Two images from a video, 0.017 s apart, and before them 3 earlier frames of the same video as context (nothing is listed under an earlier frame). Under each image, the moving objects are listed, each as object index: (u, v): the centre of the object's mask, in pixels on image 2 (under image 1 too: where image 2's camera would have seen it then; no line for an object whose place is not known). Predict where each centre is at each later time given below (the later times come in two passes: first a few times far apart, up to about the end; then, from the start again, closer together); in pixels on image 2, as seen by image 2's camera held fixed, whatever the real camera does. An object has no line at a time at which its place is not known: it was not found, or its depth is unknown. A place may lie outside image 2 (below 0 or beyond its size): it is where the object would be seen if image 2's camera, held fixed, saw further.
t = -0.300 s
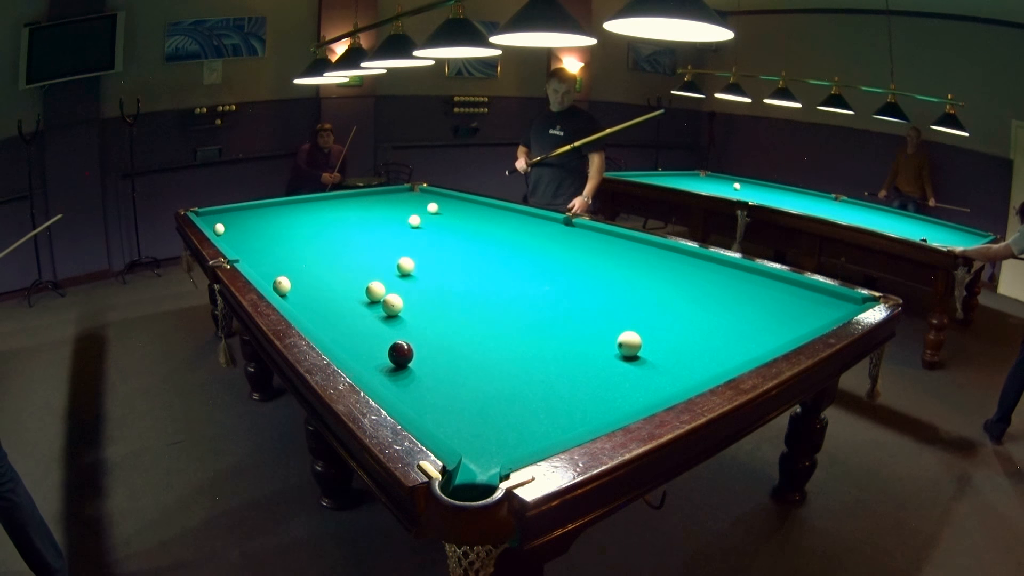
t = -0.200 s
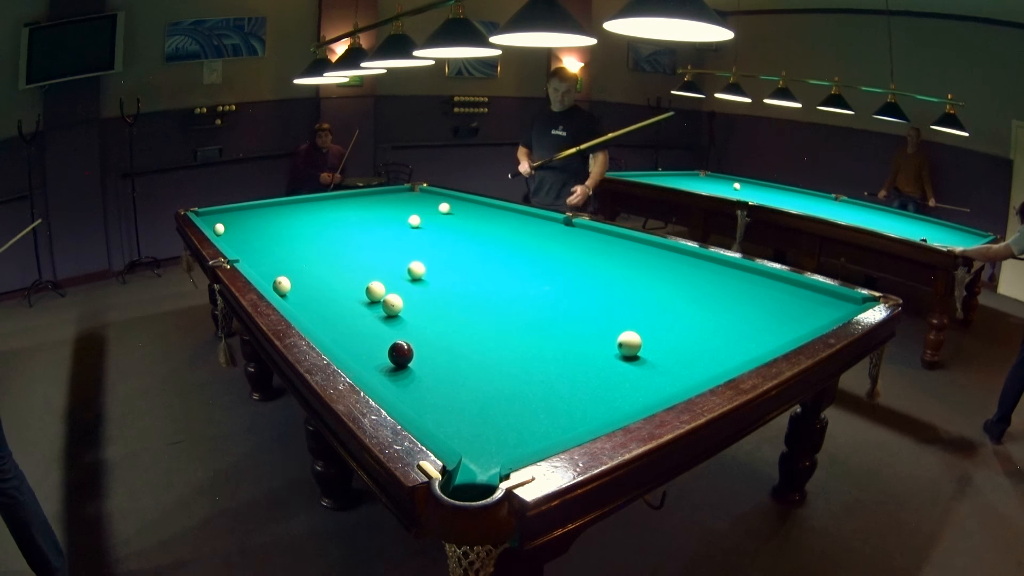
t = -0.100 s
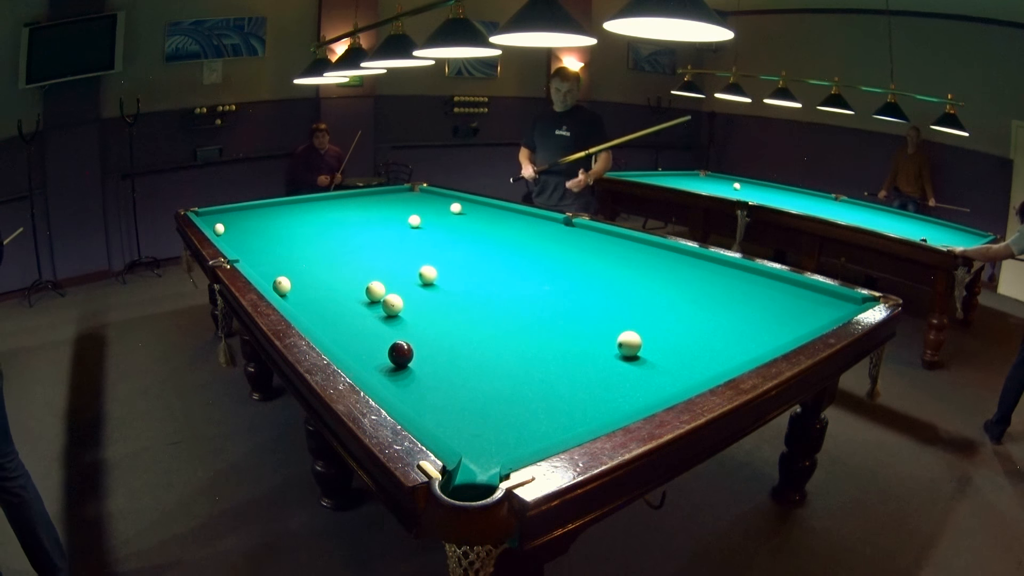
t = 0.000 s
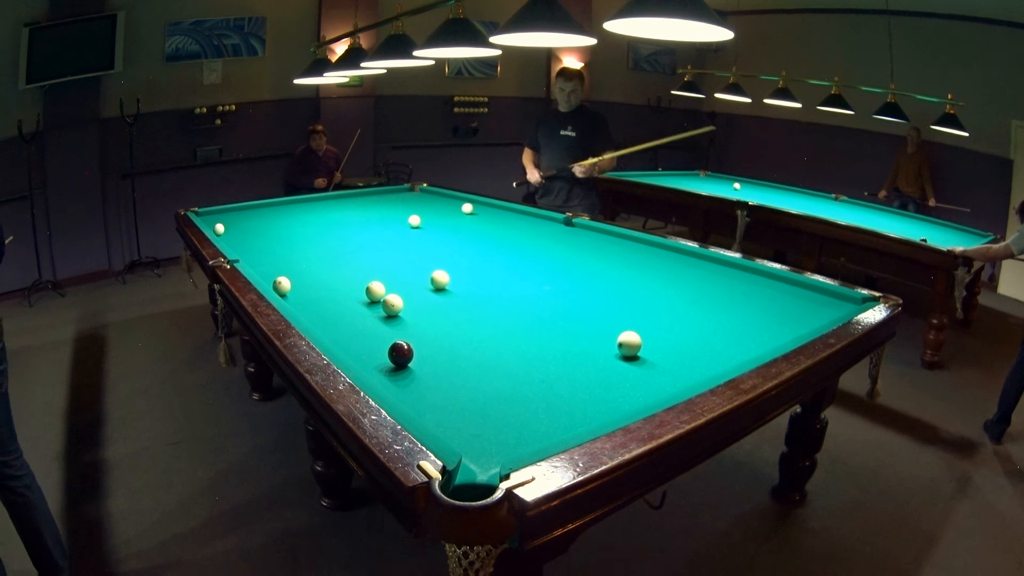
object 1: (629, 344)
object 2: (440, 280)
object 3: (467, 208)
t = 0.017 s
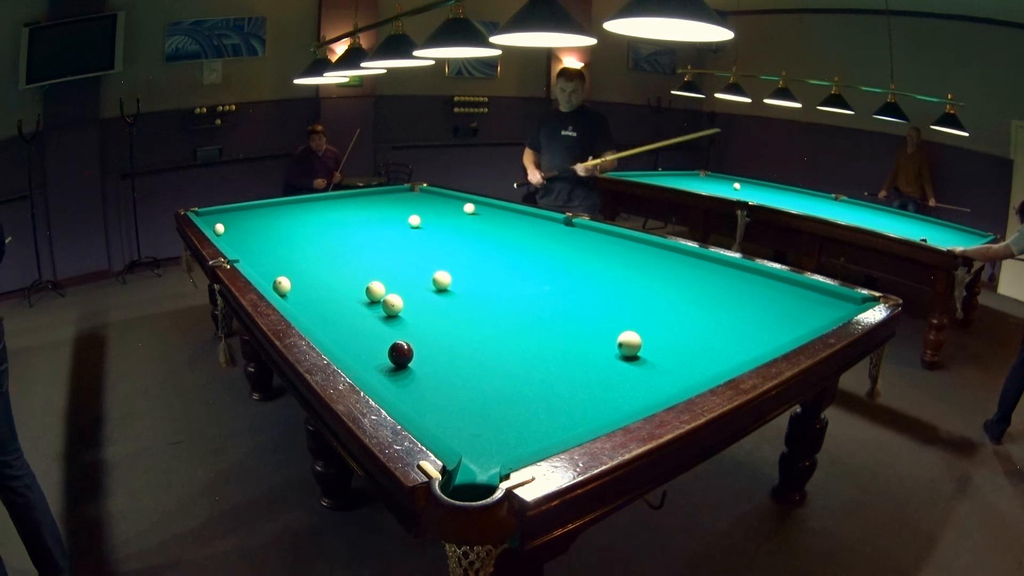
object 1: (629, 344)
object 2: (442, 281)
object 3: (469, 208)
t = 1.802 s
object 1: (687, 343)
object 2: (624, 382)
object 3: (489, 222)
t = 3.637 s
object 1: (755, 340)
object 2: (461, 338)
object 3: (461, 237)
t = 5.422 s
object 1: (758, 340)
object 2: (410, 322)
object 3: (446, 245)
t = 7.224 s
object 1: (758, 340)
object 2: (406, 321)
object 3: (445, 246)
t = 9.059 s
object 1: (758, 340)
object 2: (406, 321)
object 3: (445, 246)
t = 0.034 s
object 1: (629, 344)
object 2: (444, 282)
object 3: (471, 208)
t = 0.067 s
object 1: (629, 344)
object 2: (448, 283)
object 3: (475, 208)
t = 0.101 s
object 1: (629, 344)
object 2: (452, 285)
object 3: (479, 208)
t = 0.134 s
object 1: (629, 344)
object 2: (456, 287)
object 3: (482, 208)
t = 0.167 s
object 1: (629, 344)
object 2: (460, 288)
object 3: (486, 208)
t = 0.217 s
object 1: (629, 344)
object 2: (467, 291)
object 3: (492, 209)
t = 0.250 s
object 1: (629, 344)
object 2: (472, 293)
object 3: (496, 209)
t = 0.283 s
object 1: (629, 344)
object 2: (477, 295)
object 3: (499, 209)
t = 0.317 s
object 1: (629, 344)
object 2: (481, 297)
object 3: (503, 209)
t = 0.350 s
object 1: (629, 344)
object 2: (486, 299)
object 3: (507, 209)
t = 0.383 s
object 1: (629, 344)
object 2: (491, 301)
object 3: (511, 209)
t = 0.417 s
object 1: (629, 344)
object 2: (496, 303)
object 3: (514, 209)
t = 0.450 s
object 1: (629, 344)
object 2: (501, 305)
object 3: (513, 209)
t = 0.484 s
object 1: (629, 344)
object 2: (507, 307)
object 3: (513, 210)
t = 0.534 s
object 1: (629, 344)
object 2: (515, 310)
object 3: (512, 210)
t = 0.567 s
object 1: (629, 344)
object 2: (520, 312)
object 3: (511, 210)
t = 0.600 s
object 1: (629, 344)
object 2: (525, 314)
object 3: (510, 211)
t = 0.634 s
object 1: (629, 344)
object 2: (531, 317)
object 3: (510, 211)
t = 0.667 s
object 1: (629, 344)
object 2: (537, 319)
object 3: (509, 211)
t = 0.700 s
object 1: (629, 344)
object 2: (542, 321)
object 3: (509, 212)
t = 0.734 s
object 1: (629, 344)
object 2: (548, 323)
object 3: (508, 212)
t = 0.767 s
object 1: (629, 344)
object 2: (554, 326)
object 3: (507, 213)
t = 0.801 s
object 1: (629, 344)
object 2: (560, 328)
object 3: (507, 213)
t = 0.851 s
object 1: (629, 344)
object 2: (569, 332)
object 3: (506, 213)
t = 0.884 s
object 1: (629, 344)
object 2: (575, 334)
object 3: (506, 214)
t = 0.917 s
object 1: (629, 344)
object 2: (582, 336)
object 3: (505, 214)
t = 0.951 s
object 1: (629, 344)
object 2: (588, 340)
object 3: (504, 214)
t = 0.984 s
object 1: (629, 344)
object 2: (595, 342)
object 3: (504, 215)
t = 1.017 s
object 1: (629, 344)
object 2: (601, 345)
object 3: (503, 215)
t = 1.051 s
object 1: (631, 344)
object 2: (606, 348)
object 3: (502, 215)
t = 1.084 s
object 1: (634, 344)
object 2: (609, 351)
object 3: (502, 216)
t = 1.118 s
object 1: (637, 344)
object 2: (613, 353)
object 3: (501, 216)
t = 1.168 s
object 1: (641, 344)
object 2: (618, 357)
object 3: (500, 216)
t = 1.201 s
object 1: (644, 344)
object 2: (621, 360)
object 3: (500, 217)
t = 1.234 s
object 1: (646, 344)
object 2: (625, 363)
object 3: (499, 217)
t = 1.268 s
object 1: (649, 344)
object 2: (629, 366)
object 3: (499, 217)
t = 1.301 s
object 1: (652, 344)
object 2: (633, 369)
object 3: (498, 218)
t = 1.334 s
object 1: (655, 343)
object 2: (636, 372)
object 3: (497, 218)
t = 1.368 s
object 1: (657, 343)
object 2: (640, 375)
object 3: (497, 218)
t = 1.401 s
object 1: (660, 343)
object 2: (644, 378)
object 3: (496, 219)
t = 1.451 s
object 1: (663, 343)
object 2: (650, 383)
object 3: (495, 219)
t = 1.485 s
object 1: (666, 343)
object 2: (654, 385)
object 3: (495, 219)
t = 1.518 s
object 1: (668, 343)
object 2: (658, 386)
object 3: (494, 220)
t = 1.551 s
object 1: (670, 343)
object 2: (658, 387)
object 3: (494, 220)
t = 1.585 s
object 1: (673, 343)
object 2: (653, 387)
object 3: (493, 220)
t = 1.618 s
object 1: (675, 343)
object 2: (648, 387)
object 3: (492, 221)
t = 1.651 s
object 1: (678, 343)
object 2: (644, 387)
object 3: (492, 221)
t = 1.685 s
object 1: (680, 343)
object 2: (640, 386)
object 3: (491, 221)
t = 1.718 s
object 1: (682, 343)
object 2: (635, 384)
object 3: (491, 221)
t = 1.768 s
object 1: (685, 343)
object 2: (628, 383)
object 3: (490, 222)
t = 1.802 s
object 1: (687, 343)
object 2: (624, 382)
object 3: (489, 222)
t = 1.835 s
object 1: (689, 342)
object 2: (620, 381)
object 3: (489, 223)
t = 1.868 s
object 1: (692, 342)
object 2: (615, 380)
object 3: (488, 223)
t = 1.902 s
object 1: (694, 342)
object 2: (611, 379)
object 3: (487, 223)
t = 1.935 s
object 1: (695, 342)
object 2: (607, 377)
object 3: (487, 223)
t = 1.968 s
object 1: (697, 342)
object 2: (603, 376)
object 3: (486, 224)
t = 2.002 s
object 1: (699, 342)
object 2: (599, 375)
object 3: (486, 224)
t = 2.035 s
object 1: (701, 342)
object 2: (595, 375)
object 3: (485, 224)
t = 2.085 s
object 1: (704, 342)
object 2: (589, 373)
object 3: (484, 225)
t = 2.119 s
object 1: (706, 342)
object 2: (585, 372)
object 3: (484, 225)
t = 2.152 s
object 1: (707, 342)
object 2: (582, 371)
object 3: (483, 225)
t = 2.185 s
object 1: (709, 342)
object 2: (578, 370)
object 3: (482, 226)
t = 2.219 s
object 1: (711, 342)
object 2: (574, 369)
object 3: (482, 226)
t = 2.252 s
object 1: (713, 342)
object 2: (571, 368)
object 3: (481, 226)
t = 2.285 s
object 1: (714, 342)
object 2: (567, 367)
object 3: (481, 227)
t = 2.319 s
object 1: (716, 342)
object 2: (563, 366)
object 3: (480, 227)
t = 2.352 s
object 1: (717, 342)
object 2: (560, 365)
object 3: (480, 227)
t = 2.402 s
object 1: (719, 342)
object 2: (555, 363)
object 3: (479, 228)
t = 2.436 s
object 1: (721, 342)
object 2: (551, 362)
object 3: (478, 228)
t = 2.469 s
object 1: (722, 342)
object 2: (548, 361)
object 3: (478, 228)
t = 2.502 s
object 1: (724, 342)
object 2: (545, 361)
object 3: (477, 229)
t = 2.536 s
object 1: (725, 342)
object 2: (542, 360)
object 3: (477, 229)
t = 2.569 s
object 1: (727, 342)
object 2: (539, 359)
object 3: (476, 229)
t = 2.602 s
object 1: (728, 342)
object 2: (535, 358)
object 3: (475, 229)
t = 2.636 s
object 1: (729, 342)
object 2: (533, 357)
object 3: (475, 230)
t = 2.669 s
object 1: (730, 342)
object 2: (529, 357)
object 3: (475, 230)
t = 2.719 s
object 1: (732, 342)
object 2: (525, 356)
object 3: (474, 230)
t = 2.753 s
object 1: (734, 341)
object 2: (522, 355)
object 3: (473, 231)
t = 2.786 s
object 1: (735, 341)
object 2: (519, 354)
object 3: (473, 231)
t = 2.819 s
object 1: (736, 341)
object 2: (517, 353)
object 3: (472, 231)
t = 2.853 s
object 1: (737, 341)
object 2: (514, 352)
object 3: (472, 232)
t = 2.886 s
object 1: (738, 341)
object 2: (511, 352)
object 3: (471, 232)
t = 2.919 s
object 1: (739, 341)
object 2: (508, 351)
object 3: (471, 232)
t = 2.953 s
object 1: (740, 341)
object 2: (506, 351)
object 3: (470, 232)
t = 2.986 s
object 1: (741, 341)
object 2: (503, 350)
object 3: (470, 233)
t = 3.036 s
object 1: (743, 341)
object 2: (499, 349)
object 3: (469, 233)
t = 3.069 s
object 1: (744, 341)
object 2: (497, 348)
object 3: (469, 233)
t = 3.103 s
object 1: (745, 341)
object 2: (494, 347)
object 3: (468, 234)
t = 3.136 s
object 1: (745, 341)
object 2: (492, 347)
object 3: (468, 234)
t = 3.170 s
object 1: (746, 341)
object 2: (490, 346)
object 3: (467, 234)
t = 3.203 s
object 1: (747, 341)
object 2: (487, 346)
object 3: (467, 234)
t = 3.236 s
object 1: (748, 341)
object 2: (485, 345)
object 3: (466, 235)
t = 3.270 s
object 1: (749, 341)
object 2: (483, 344)
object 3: (466, 235)
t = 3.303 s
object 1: (749, 341)
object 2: (481, 344)
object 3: (465, 235)
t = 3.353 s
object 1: (750, 341)
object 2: (477, 343)
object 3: (464, 235)
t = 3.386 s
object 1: (751, 341)
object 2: (475, 342)
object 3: (464, 236)
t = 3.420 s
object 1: (752, 341)
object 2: (473, 342)
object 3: (463, 236)
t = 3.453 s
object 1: (752, 341)
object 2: (471, 341)
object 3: (463, 236)
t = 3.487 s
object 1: (753, 341)
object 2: (469, 341)
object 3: (462, 236)
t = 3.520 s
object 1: (753, 341)
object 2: (467, 340)
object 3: (462, 237)
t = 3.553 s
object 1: (754, 340)
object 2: (466, 340)
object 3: (462, 237)
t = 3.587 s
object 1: (754, 340)
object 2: (464, 339)
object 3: (461, 237)
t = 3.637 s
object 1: (755, 340)
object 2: (461, 338)
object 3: (461, 237)
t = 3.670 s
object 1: (755, 340)
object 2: (459, 338)
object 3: (460, 238)
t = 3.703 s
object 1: (756, 340)
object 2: (457, 337)
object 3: (460, 238)
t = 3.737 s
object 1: (756, 340)
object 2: (456, 337)
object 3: (459, 238)
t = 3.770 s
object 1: (756, 340)
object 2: (454, 336)
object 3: (459, 238)
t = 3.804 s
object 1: (756, 340)
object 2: (452, 336)
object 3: (459, 239)
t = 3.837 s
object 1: (757, 340)
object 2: (451, 336)
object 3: (458, 239)
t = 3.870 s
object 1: (757, 340)
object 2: (449, 335)
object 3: (458, 239)
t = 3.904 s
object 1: (757, 340)
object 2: (448, 334)
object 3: (457, 239)
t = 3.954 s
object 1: (757, 340)
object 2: (446, 334)
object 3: (457, 240)
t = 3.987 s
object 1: (758, 340)
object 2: (444, 333)
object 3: (456, 240)
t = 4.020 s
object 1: (758, 340)
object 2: (443, 333)
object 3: (456, 240)
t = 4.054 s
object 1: (758, 340)
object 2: (441, 332)
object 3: (456, 240)
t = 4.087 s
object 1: (758, 340)
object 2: (440, 332)
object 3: (455, 240)
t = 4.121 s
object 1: (758, 340)
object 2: (439, 332)
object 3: (455, 240)
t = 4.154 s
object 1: (758, 340)
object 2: (437, 331)
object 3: (454, 241)
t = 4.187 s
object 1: (758, 340)
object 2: (436, 331)
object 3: (454, 241)
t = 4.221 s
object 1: (758, 340)
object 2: (435, 331)
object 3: (454, 241)
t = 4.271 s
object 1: (758, 340)
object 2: (433, 330)
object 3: (453, 241)
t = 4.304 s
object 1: (758, 340)
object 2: (432, 329)
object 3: (453, 241)
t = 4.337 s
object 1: (758, 340)
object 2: (431, 329)
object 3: (452, 242)
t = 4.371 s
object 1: (758, 340)
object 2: (430, 329)
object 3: (452, 242)
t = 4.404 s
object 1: (758, 340)
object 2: (429, 328)
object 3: (452, 242)
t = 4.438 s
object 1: (758, 340)
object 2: (428, 328)
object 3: (451, 242)
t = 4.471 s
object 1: (758, 340)
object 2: (427, 327)
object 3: (451, 242)
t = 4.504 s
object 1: (758, 340)
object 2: (426, 327)
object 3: (451, 242)
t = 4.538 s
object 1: (758, 340)
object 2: (426, 327)
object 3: (450, 242)
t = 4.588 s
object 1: (758, 340)
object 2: (424, 326)
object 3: (450, 243)
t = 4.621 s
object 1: (758, 340)
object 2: (423, 326)
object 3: (450, 243)
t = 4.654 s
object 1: (758, 340)
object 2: (423, 326)
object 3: (449, 243)
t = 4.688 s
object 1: (758, 340)
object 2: (422, 326)
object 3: (449, 243)
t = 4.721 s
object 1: (758, 340)
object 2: (421, 325)
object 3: (449, 243)
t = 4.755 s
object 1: (758, 340)
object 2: (420, 325)
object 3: (448, 243)
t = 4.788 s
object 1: (758, 340)
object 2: (420, 325)
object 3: (448, 243)
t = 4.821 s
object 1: (758, 340)
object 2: (419, 324)
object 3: (448, 244)
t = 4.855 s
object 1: (758, 340)
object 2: (418, 324)
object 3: (448, 244)
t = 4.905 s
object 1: (758, 340)
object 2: (417, 324)
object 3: (447, 244)
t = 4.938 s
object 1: (758, 340)
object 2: (417, 323)
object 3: (447, 244)
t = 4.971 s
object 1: (758, 340)
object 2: (416, 323)
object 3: (447, 244)
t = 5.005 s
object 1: (758, 340)
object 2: (416, 323)
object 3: (447, 244)
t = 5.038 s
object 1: (758, 340)
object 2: (415, 323)
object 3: (446, 244)
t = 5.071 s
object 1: (758, 340)
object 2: (415, 323)
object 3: (446, 244)
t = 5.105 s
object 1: (758, 340)
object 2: (414, 323)
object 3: (446, 244)
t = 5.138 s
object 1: (758, 340)
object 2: (414, 322)
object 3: (446, 245)
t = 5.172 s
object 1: (758, 340)
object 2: (413, 322)
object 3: (446, 245)
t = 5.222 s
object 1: (758, 340)
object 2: (412, 322)
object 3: (446, 245)
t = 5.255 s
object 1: (758, 340)
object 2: (412, 322)
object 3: (446, 245)
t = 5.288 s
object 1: (758, 340)
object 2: (412, 322)
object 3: (446, 245)
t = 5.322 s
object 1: (758, 340)
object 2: (411, 322)
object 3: (446, 245)
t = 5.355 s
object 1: (758, 340)
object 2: (411, 322)
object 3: (446, 245)
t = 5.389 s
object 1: (758, 340)
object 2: (410, 322)
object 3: (446, 245)
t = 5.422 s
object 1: (758, 340)
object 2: (410, 322)
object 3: (446, 245)
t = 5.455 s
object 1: (758, 340)
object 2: (410, 322)
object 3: (445, 245)
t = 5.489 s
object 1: (758, 340)
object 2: (409, 322)
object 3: (445, 245)
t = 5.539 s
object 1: (758, 340)
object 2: (409, 322)
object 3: (445, 245)
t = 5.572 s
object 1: (758, 340)
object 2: (408, 322)
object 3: (445, 246)
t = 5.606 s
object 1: (758, 340)
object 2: (408, 322)
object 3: (445, 246)
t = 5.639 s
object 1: (758, 340)
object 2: (408, 322)
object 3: (445, 246)
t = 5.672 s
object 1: (758, 340)
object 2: (407, 321)
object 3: (445, 246)
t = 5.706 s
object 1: (758, 340)
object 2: (407, 321)
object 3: (445, 246)
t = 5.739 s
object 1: (758, 340)
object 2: (407, 321)
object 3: (445, 246)
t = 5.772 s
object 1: (758, 340)
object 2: (407, 321)
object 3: (445, 246)
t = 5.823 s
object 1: (758, 340)
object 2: (406, 321)
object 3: (445, 246)
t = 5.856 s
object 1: (758, 340)
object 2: (406, 321)
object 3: (445, 246)
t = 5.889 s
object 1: (758, 340)
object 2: (406, 321)
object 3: (445, 246)
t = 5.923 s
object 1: (758, 340)
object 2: (406, 321)
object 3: (445, 246)
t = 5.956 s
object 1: (758, 340)
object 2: (406, 321)
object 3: (445, 246)
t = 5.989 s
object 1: (758, 340)
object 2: (406, 321)
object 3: (445, 246)
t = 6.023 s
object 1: (758, 340)
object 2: (406, 321)
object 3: (445, 246)
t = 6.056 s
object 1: (758, 340)
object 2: (406, 321)
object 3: (445, 246)
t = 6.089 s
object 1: (758, 340)
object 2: (406, 321)
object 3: (445, 246)
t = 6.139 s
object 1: (758, 340)
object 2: (406, 321)
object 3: (445, 246)
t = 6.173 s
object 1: (758, 340)
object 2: (406, 321)
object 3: (445, 246)
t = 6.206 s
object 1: (758, 340)
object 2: (406, 321)
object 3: (445, 246)
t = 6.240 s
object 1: (758, 340)
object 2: (406, 321)
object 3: (445, 246)
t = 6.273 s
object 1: (758, 340)
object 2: (406, 321)
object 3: (445, 246)
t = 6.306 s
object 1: (758, 340)
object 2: (406, 322)
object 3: (445, 246)
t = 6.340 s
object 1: (758, 340)
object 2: (406, 321)
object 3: (445, 246)
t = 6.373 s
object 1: (758, 340)
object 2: (406, 322)
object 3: (445, 246)
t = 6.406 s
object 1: (758, 340)
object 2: (406, 321)
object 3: (445, 246)
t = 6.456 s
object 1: (758, 340)
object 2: (406, 322)
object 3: (445, 246)
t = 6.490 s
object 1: (758, 340)
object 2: (406, 322)
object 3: (445, 246)
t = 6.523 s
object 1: (758, 340)
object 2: (406, 322)
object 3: (445, 246)
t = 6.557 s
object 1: (758, 340)
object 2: (406, 322)
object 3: (445, 246)
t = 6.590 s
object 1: (758, 340)
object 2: (406, 322)
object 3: (445, 246)
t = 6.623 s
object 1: (758, 340)
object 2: (406, 322)
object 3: (445, 246)
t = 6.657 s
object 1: (758, 340)
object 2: (406, 322)
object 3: (445, 246)
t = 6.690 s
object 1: (758, 340)
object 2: (406, 322)
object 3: (445, 246)
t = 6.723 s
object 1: (758, 340)
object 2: (406, 322)
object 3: (445, 246)
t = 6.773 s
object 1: (758, 340)
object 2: (406, 322)
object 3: (445, 246)
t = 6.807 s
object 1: (758, 340)
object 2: (406, 322)
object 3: (445, 246)
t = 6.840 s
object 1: (758, 340)
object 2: (406, 321)
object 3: (445, 246)
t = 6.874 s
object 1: (758, 340)
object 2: (406, 322)
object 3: (445, 246)
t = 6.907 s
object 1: (758, 340)
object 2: (406, 322)
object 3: (445, 246)
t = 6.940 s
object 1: (758, 340)
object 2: (406, 322)
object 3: (445, 246)
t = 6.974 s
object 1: (758, 340)
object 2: (406, 322)
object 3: (445, 246)
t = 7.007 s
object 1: (758, 340)
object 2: (406, 322)
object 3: (445, 246)
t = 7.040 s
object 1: (758, 340)
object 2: (406, 322)
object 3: (445, 246)
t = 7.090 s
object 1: (758, 340)
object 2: (406, 321)
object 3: (445, 246)
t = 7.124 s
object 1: (758, 340)
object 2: (406, 321)
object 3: (445, 246)
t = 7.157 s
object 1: (758, 340)
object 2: (406, 321)
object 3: (445, 246)
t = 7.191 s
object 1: (758, 340)
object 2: (406, 321)
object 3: (445, 246)
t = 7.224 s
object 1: (758, 340)
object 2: (406, 321)
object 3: (445, 246)
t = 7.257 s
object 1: (758, 340)
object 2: (406, 321)
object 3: (445, 246)
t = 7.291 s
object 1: (758, 340)
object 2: (406, 321)
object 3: (445, 246)
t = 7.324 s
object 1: (758, 340)
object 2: (406, 321)
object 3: (445, 246)
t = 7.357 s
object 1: (758, 340)
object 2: (406, 322)
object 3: (445, 246)
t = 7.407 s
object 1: (758, 340)
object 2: (406, 321)
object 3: (445, 246)
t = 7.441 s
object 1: (758, 340)
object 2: (406, 322)
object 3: (445, 246)
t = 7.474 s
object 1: (758, 340)
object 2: (406, 321)
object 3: (445, 246)
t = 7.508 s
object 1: (758, 340)
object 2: (406, 321)
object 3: (445, 246)
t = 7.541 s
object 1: (758, 340)
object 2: (406, 321)
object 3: (445, 246)
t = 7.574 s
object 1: (758, 340)
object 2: (406, 321)
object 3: (445, 246)
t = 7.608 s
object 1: (758, 340)
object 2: (406, 321)
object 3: (445, 246)
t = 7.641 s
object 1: (758, 340)
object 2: (406, 321)
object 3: (445, 246)
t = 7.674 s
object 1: (758, 340)
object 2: (406, 321)
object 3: (445, 246)
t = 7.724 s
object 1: (758, 340)
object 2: (406, 322)
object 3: (445, 246)
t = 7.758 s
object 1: (758, 340)
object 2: (406, 322)
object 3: (445, 246)
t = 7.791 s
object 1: (758, 340)
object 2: (406, 322)
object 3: (445, 246)
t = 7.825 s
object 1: (758, 340)
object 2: (406, 322)
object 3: (445, 246)
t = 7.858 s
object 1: (758, 340)
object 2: (406, 322)
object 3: (445, 246)
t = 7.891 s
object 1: (758, 340)
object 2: (406, 321)
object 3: (445, 246)
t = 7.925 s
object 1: (758, 340)
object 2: (406, 321)
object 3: (445, 246)
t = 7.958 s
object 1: (758, 340)
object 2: (406, 322)
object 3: (445, 246)
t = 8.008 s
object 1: (758, 340)
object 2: (406, 322)
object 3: (445, 246)
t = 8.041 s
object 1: (758, 340)
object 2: (406, 322)
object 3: (445, 246)
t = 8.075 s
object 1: (758, 340)
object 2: (406, 322)
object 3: (445, 246)
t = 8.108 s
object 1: (758, 340)
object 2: (406, 321)
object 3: (445, 246)
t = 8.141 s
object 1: (758, 340)
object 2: (406, 322)
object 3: (445, 246)
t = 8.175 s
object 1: (758, 340)
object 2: (406, 322)
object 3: (445, 246)
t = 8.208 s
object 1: (758, 340)
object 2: (406, 322)
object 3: (445, 246)
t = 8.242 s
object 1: (758, 340)
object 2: (406, 322)
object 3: (445, 246)
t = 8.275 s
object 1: (758, 340)
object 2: (406, 321)
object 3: (445, 246)
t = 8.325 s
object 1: (758, 340)
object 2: (406, 321)
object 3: (445, 246)
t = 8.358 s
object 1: (758, 340)
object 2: (406, 321)
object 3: (445, 246)
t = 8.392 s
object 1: (758, 340)
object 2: (406, 321)
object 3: (445, 246)
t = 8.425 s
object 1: (758, 340)
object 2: (406, 321)
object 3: (445, 246)
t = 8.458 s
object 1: (758, 340)
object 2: (406, 321)
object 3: (445, 246)
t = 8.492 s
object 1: (758, 340)
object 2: (406, 321)
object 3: (445, 246)
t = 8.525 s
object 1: (758, 340)
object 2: (406, 321)
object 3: (445, 246)
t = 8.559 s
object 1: (758, 340)
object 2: (406, 321)
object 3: (445, 246)
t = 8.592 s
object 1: (758, 340)
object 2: (406, 321)
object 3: (445, 246)
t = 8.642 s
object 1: (758, 340)
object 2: (406, 321)
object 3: (445, 246)
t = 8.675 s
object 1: (758, 340)
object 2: (406, 321)
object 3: (445, 246)
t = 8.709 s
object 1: (758, 340)
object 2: (406, 321)
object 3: (445, 246)
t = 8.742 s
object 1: (758, 340)
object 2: (406, 321)
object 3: (445, 246)
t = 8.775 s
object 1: (758, 340)
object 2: (406, 321)
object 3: (445, 246)
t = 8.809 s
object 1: (758, 340)
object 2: (406, 321)
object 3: (445, 246)
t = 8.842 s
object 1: (758, 340)
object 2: (406, 321)
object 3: (445, 246)
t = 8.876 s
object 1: (758, 340)
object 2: (406, 321)
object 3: (445, 246)
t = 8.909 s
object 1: (758, 340)
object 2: (406, 321)
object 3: (445, 246)
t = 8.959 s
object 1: (758, 340)
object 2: (406, 321)
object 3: (445, 246)
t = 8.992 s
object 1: (758, 340)
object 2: (406, 321)
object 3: (445, 246)
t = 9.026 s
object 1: (758, 340)
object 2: (406, 321)
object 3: (445, 246)
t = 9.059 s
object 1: (758, 340)
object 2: (406, 321)
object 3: (445, 246)
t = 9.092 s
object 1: (758, 340)
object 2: (406, 321)
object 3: (445, 246)
